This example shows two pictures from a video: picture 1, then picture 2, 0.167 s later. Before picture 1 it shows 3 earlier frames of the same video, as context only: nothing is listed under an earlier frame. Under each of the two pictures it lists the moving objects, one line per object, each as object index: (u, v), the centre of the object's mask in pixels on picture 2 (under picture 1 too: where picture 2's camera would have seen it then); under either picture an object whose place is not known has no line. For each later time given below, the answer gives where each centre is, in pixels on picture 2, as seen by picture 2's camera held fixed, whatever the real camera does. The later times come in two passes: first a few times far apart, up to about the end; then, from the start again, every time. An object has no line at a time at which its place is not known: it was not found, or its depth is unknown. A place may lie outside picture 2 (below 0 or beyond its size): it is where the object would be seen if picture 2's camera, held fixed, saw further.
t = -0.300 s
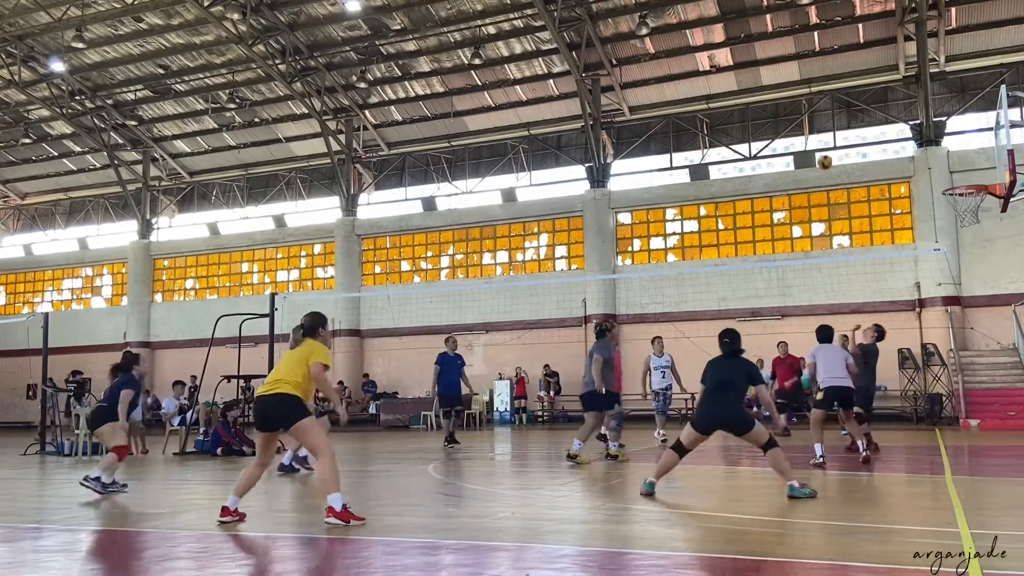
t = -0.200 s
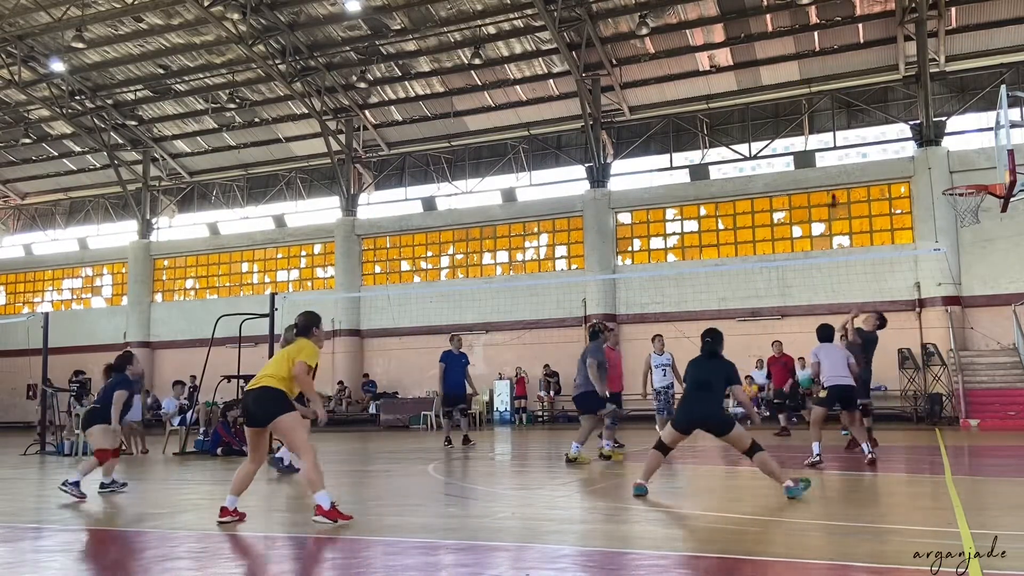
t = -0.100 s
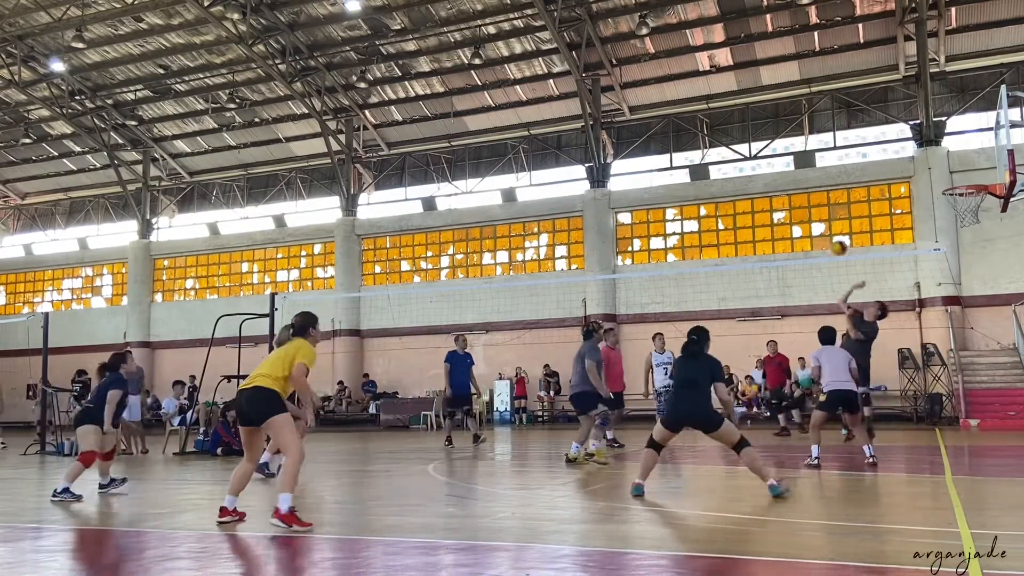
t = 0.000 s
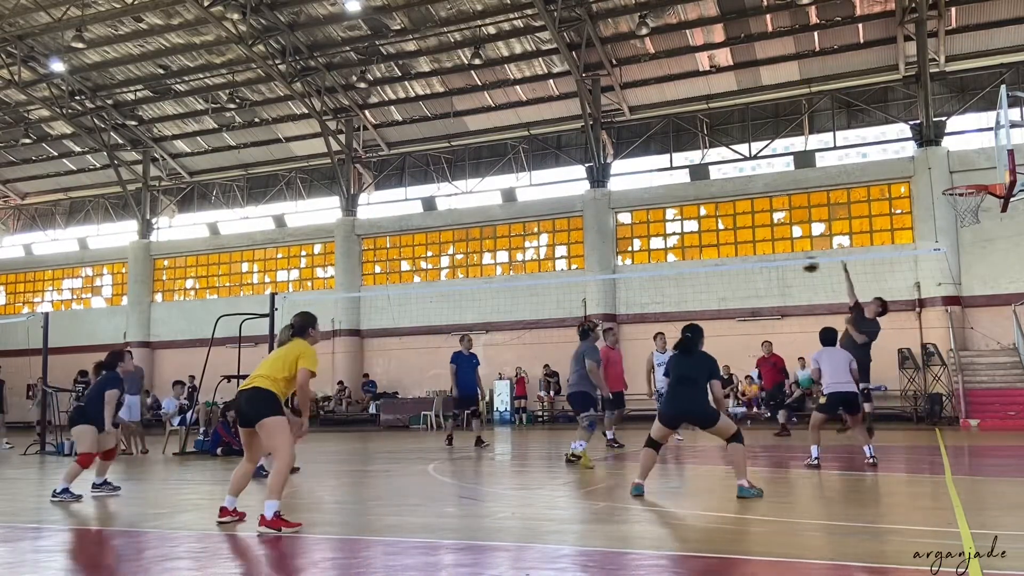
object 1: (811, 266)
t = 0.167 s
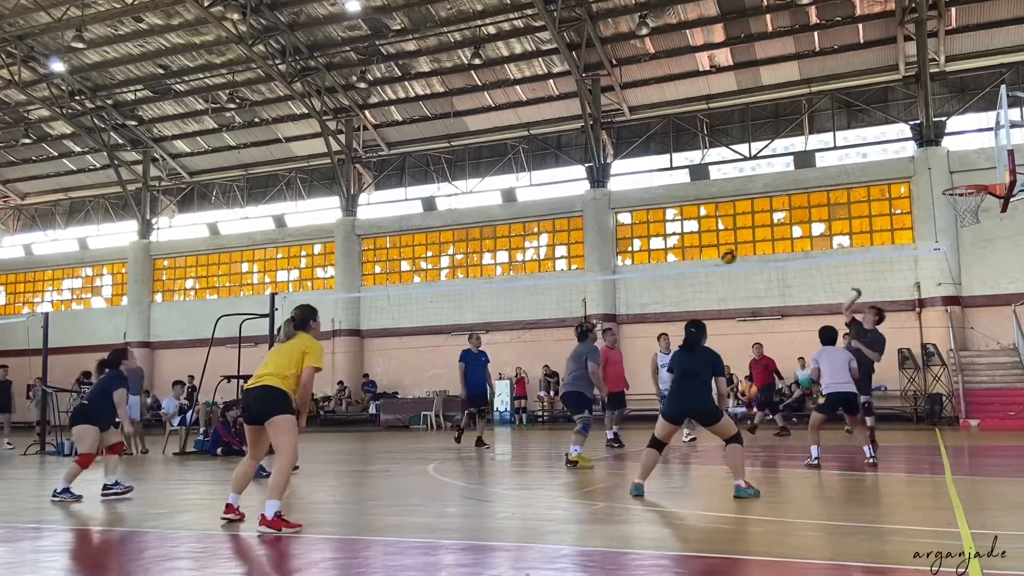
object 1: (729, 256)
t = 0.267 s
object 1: (688, 257)
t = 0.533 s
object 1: (583, 296)
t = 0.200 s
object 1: (714, 255)
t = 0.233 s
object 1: (701, 255)
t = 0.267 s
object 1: (688, 257)
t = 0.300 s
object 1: (674, 259)
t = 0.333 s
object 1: (660, 262)
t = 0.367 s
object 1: (646, 266)
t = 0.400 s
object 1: (634, 270)
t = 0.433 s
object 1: (621, 274)
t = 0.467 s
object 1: (608, 281)
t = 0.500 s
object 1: (595, 287)
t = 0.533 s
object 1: (583, 296)
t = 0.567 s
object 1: (570, 304)
